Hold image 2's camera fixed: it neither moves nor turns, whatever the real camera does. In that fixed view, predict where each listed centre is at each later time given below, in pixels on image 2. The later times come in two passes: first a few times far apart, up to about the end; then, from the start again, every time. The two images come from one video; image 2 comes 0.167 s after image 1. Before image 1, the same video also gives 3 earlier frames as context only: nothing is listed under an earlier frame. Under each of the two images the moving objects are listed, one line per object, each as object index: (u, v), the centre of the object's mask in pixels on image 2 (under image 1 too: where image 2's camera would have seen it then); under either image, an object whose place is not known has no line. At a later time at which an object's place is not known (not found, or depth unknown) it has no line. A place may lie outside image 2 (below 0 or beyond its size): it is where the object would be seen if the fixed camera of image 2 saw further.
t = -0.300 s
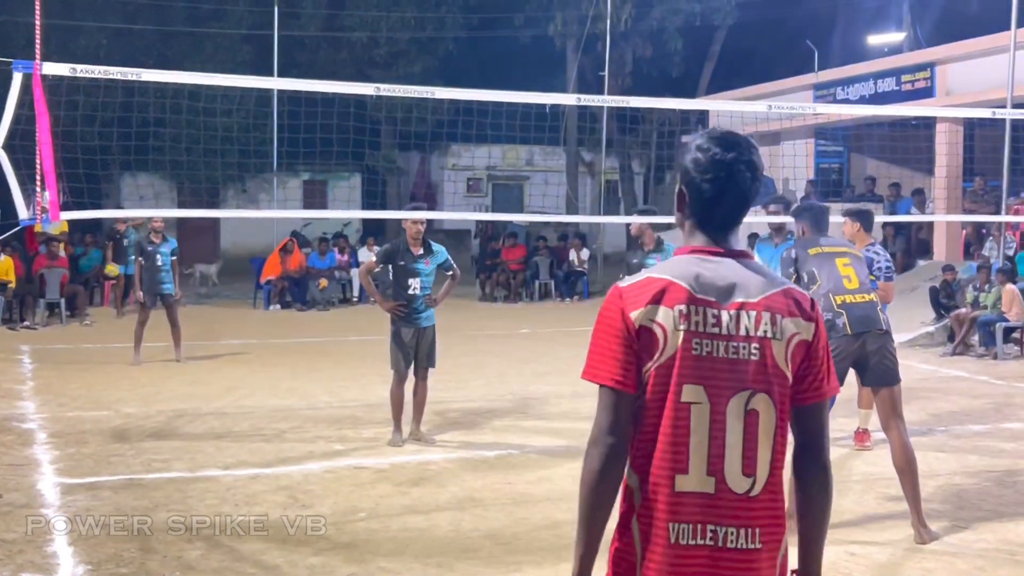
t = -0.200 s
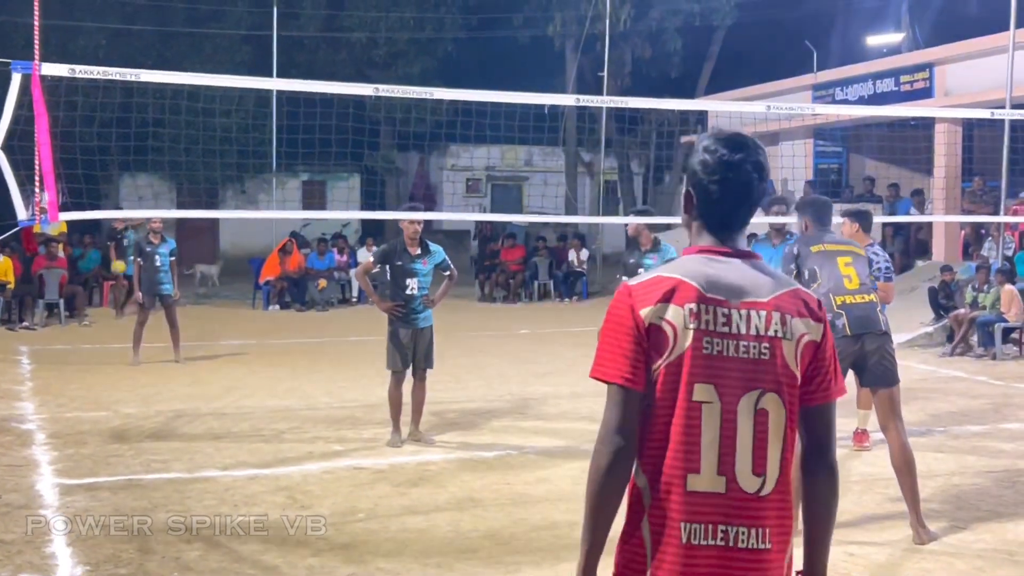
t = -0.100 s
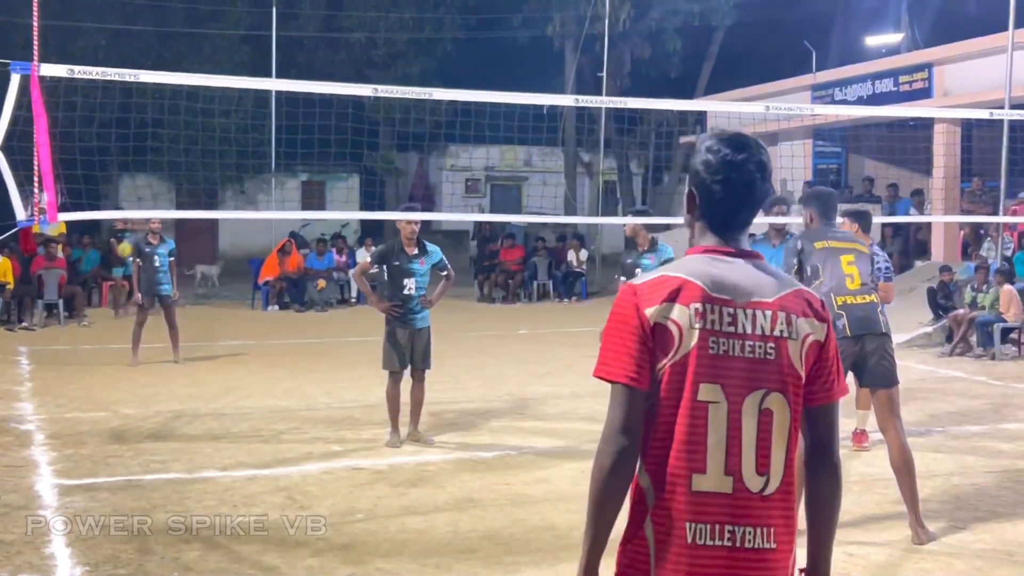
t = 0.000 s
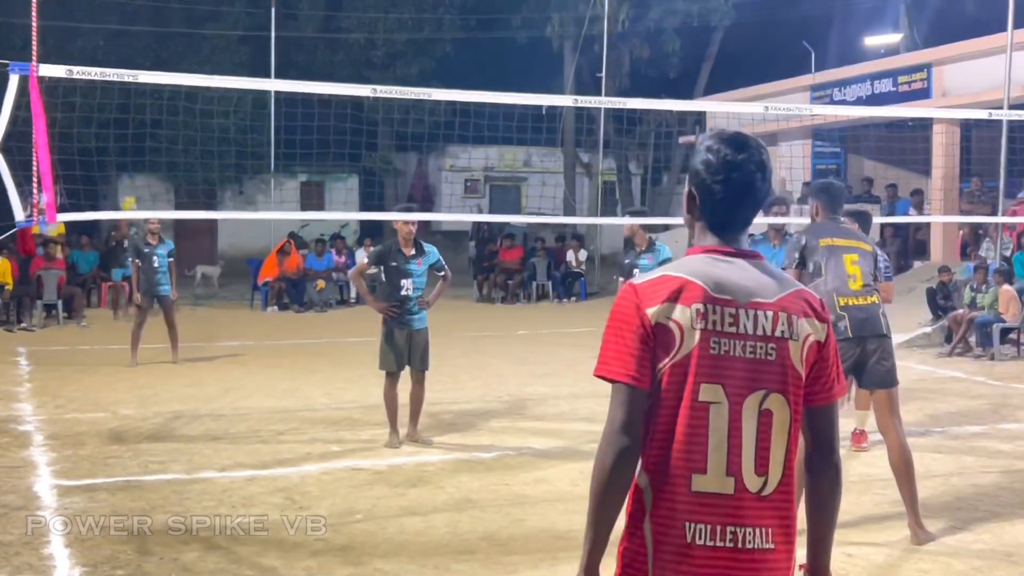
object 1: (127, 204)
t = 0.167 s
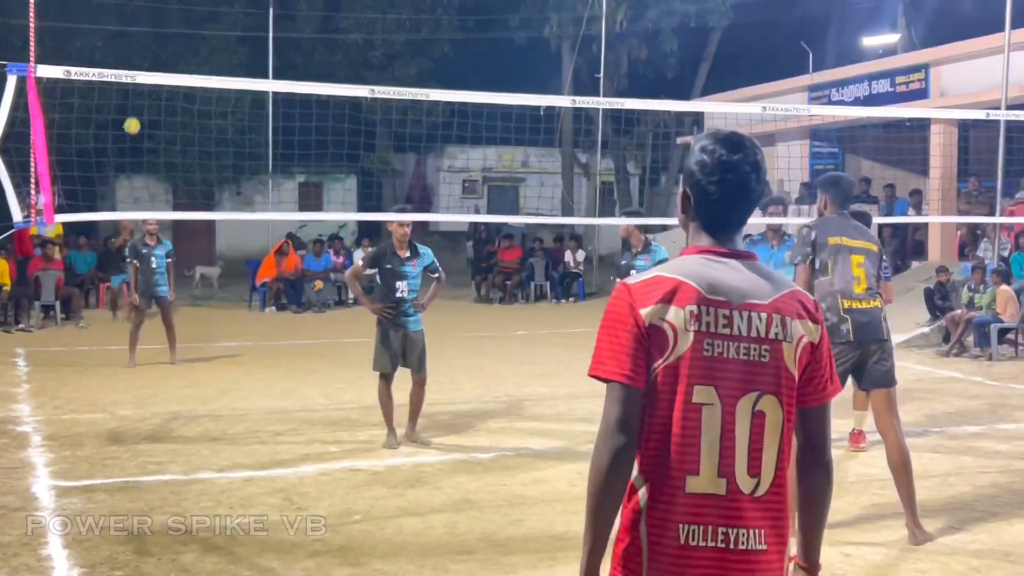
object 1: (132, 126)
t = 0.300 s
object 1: (136, 69)
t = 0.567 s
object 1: (145, 13)
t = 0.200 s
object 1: (133, 112)
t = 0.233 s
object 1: (134, 99)
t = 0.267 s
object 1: (135, 89)
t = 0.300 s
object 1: (136, 69)
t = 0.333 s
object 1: (137, 64)
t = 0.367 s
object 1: (138, 55)
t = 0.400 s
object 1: (139, 46)
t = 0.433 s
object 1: (140, 38)
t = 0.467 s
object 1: (141, 31)
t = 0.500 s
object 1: (143, 24)
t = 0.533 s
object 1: (144, 18)
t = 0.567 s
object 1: (145, 13)
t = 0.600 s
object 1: (146, 9)
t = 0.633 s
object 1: (147, 7)
